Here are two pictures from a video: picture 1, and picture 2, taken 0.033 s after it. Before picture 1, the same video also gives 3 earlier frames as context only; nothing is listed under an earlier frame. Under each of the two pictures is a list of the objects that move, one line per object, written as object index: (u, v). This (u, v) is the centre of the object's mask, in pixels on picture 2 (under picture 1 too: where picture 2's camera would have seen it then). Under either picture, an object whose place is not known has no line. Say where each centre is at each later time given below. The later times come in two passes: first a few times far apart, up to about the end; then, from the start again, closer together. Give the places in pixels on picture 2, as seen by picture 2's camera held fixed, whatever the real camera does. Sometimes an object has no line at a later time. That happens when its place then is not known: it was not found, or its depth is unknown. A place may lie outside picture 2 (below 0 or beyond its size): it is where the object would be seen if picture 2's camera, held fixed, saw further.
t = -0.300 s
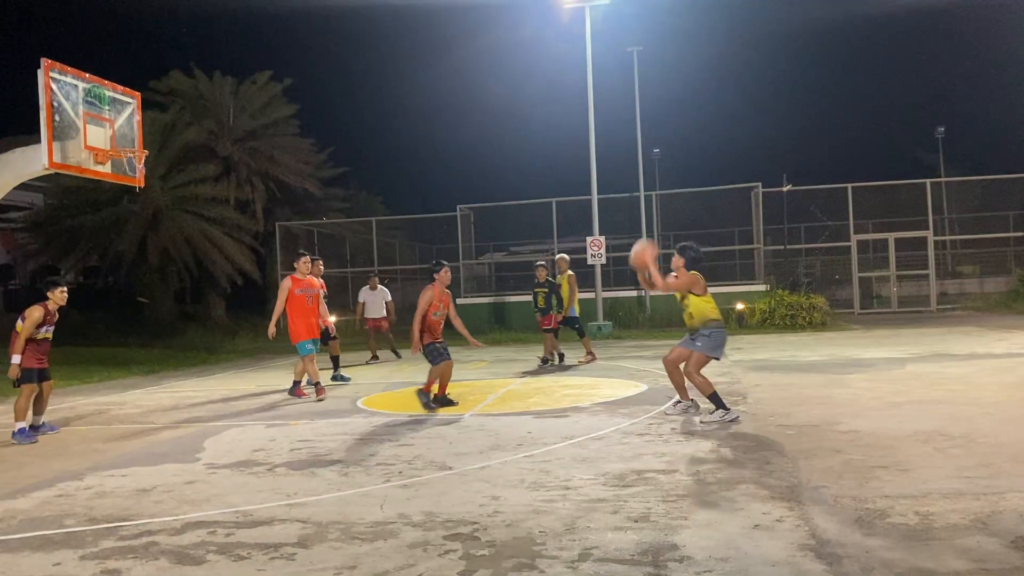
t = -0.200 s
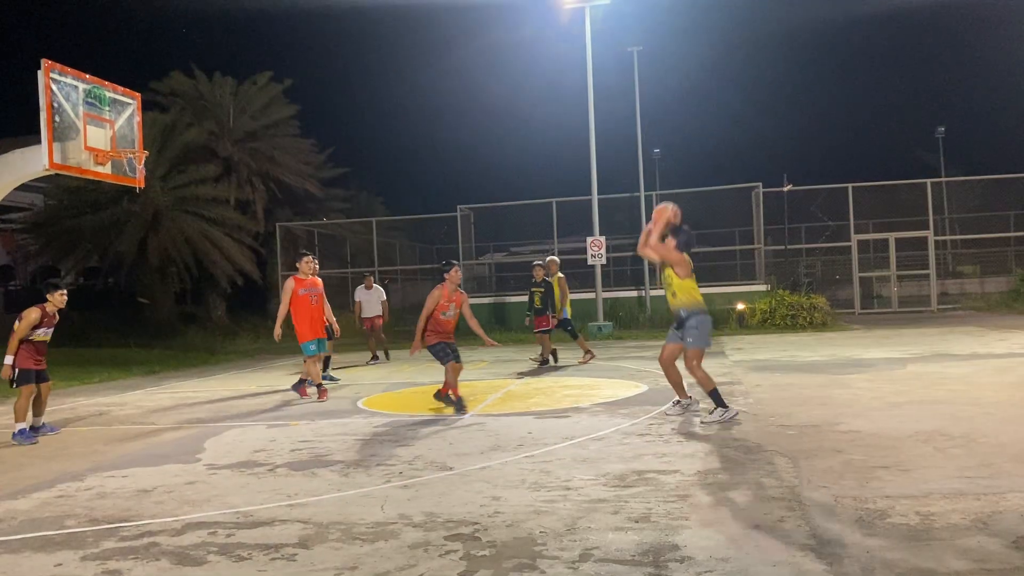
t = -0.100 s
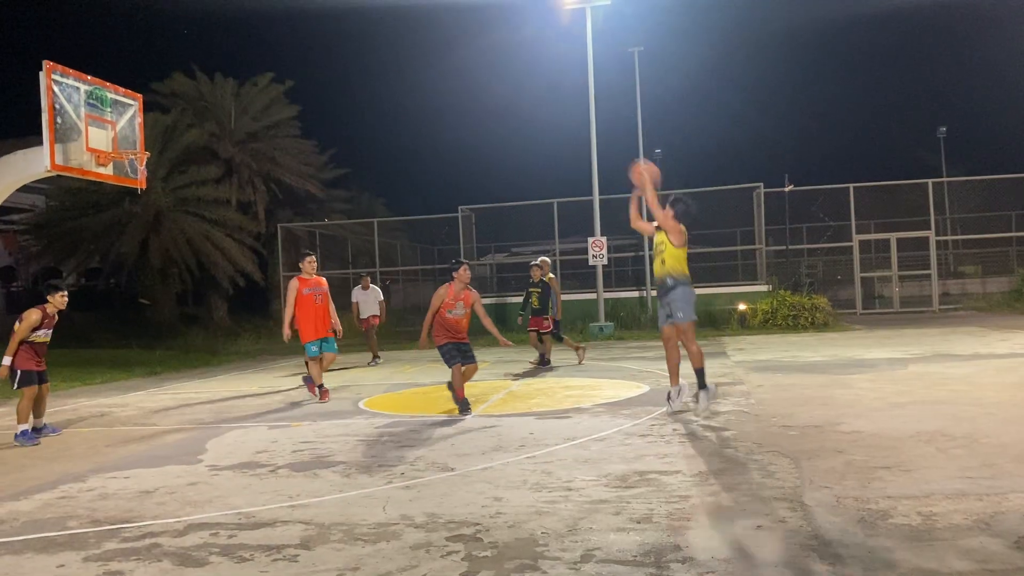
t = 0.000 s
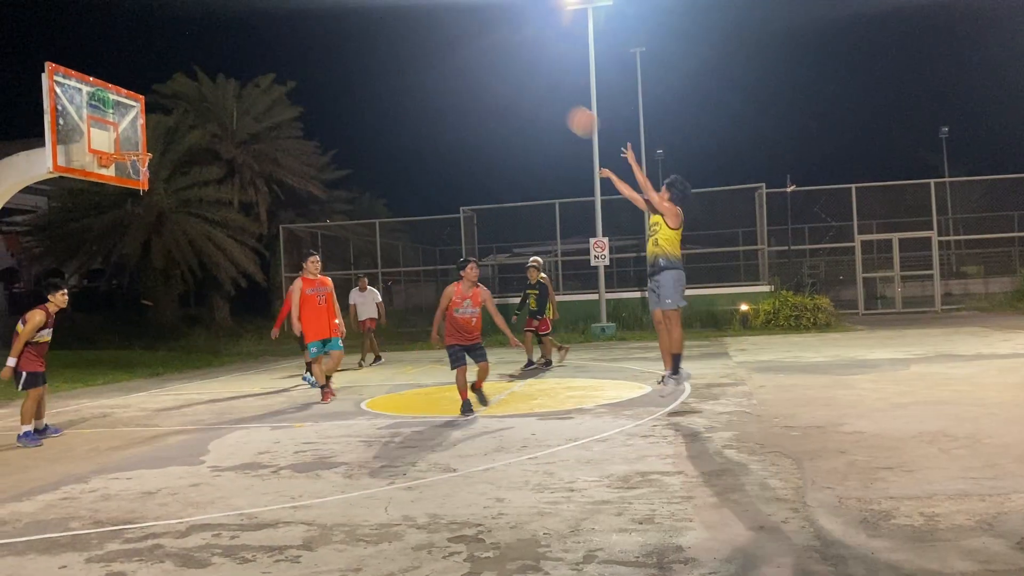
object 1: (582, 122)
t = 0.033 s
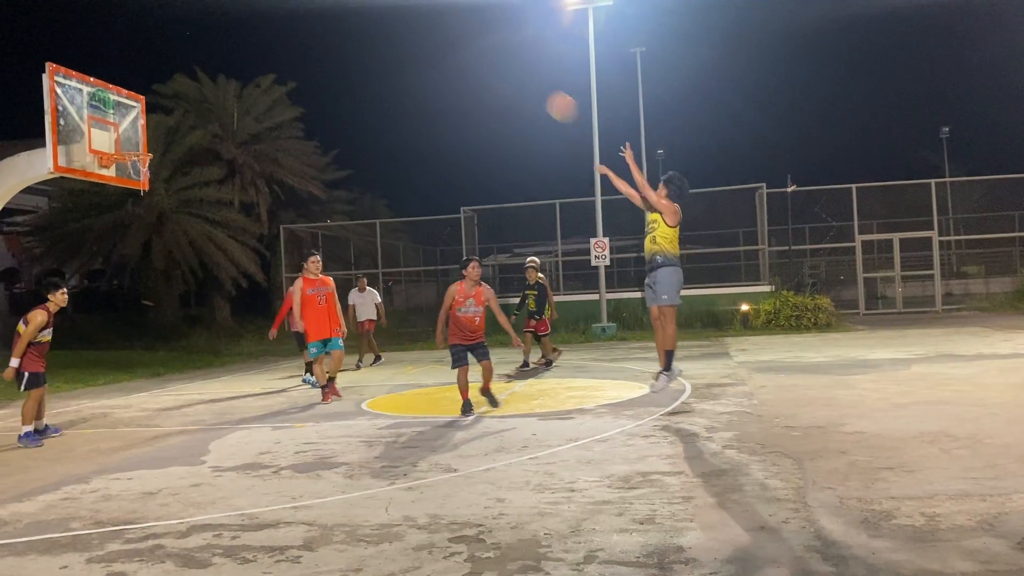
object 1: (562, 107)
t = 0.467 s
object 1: (330, 27)
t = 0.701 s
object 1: (236, 58)
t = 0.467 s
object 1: (330, 27)
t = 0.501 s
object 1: (316, 29)
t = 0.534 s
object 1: (302, 32)
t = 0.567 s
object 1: (288, 35)
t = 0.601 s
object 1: (275, 40)
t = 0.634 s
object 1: (262, 45)
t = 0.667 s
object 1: (248, 52)
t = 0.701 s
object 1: (236, 58)
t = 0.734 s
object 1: (224, 66)
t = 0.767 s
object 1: (212, 75)
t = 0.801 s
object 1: (200, 84)
